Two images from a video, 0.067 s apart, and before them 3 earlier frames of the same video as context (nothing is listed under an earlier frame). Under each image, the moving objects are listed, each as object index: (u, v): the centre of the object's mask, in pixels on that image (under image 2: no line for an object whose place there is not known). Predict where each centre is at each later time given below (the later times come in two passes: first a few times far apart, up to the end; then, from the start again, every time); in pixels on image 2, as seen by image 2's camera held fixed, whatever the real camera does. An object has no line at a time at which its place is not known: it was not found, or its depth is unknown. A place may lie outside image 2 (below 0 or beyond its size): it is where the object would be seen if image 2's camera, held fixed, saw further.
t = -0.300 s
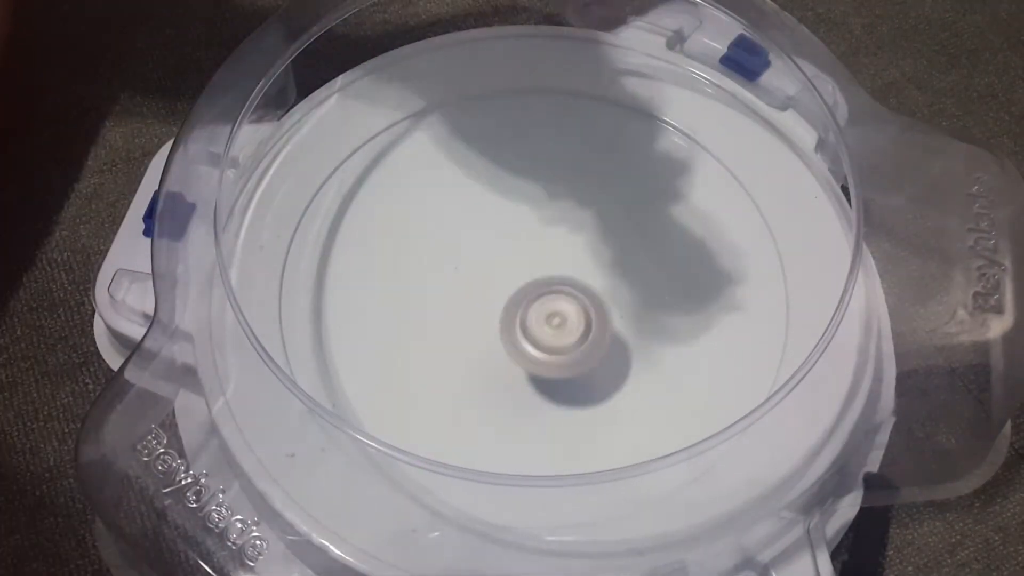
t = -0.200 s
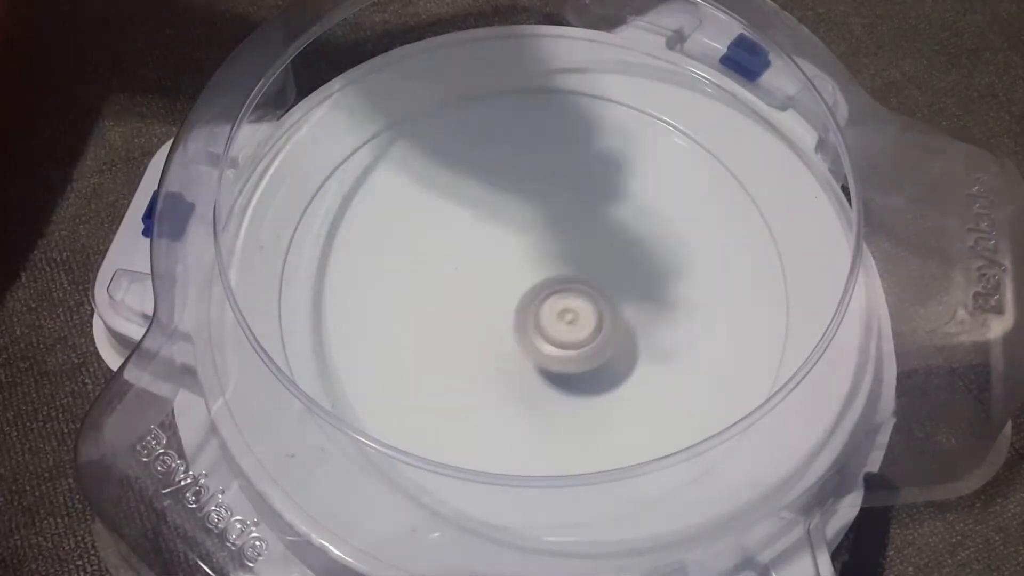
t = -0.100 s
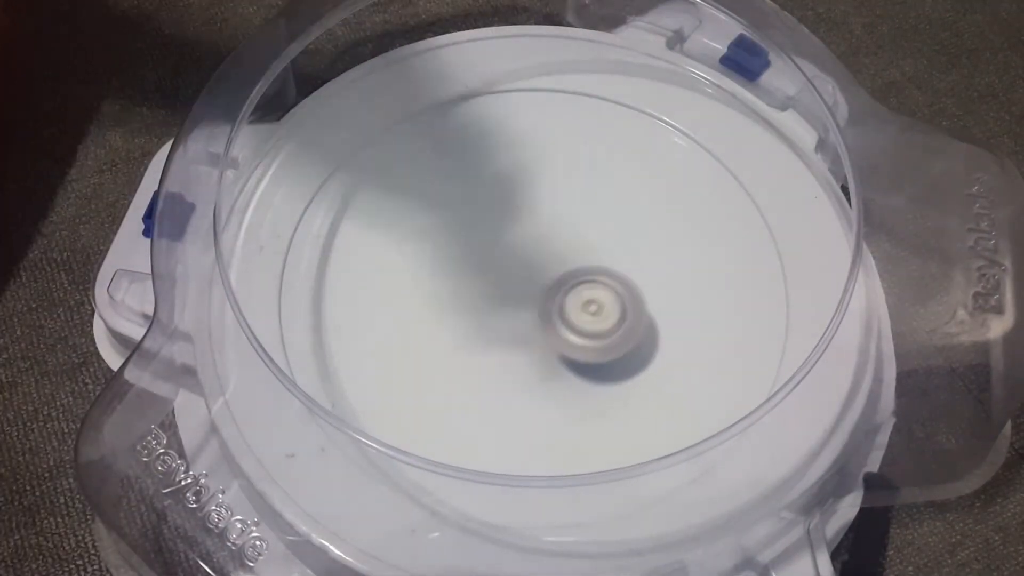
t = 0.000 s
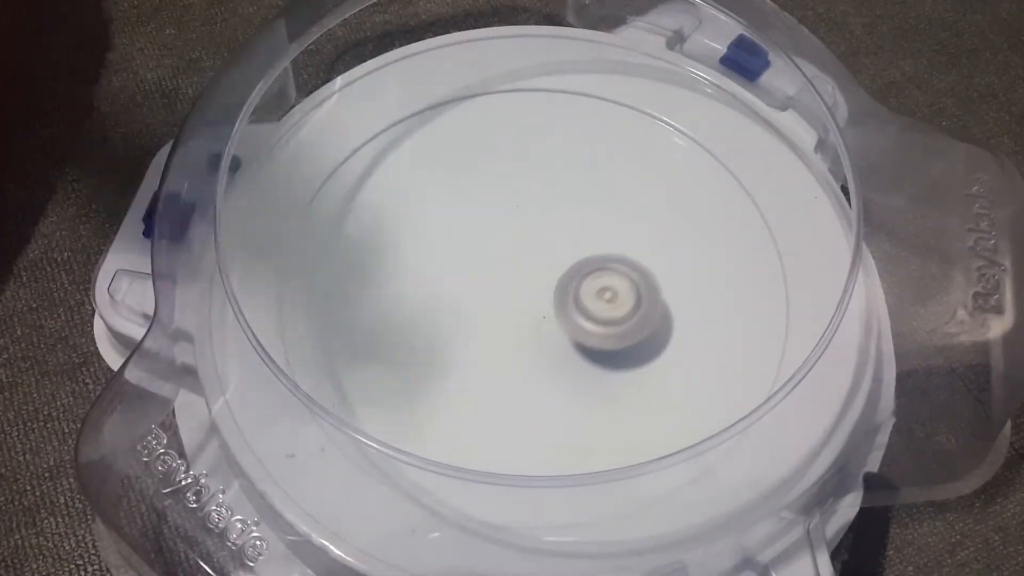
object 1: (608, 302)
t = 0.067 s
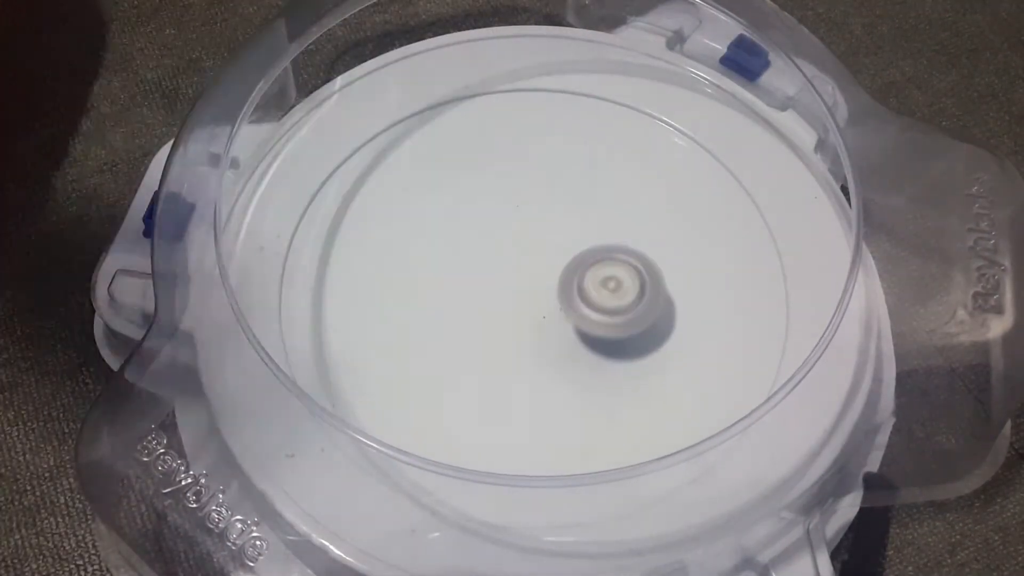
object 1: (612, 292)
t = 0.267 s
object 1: (597, 268)
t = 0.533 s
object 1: (543, 273)
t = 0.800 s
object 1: (503, 306)
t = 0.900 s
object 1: (498, 319)
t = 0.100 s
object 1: (612, 287)
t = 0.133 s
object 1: (611, 282)
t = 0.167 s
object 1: (608, 278)
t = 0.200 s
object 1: (605, 274)
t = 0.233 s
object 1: (601, 270)
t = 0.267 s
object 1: (597, 268)
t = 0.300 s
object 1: (591, 266)
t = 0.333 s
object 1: (584, 265)
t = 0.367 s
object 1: (577, 265)
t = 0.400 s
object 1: (570, 265)
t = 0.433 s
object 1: (563, 266)
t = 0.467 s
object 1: (556, 268)
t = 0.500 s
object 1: (549, 270)
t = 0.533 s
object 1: (543, 273)
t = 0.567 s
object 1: (536, 277)
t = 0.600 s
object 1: (530, 280)
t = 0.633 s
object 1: (525, 284)
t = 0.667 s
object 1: (520, 288)
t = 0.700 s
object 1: (515, 293)
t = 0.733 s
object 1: (510, 297)
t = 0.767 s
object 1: (507, 302)
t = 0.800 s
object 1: (503, 306)
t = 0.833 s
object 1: (501, 311)
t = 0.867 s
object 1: (499, 315)
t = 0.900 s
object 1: (498, 319)
